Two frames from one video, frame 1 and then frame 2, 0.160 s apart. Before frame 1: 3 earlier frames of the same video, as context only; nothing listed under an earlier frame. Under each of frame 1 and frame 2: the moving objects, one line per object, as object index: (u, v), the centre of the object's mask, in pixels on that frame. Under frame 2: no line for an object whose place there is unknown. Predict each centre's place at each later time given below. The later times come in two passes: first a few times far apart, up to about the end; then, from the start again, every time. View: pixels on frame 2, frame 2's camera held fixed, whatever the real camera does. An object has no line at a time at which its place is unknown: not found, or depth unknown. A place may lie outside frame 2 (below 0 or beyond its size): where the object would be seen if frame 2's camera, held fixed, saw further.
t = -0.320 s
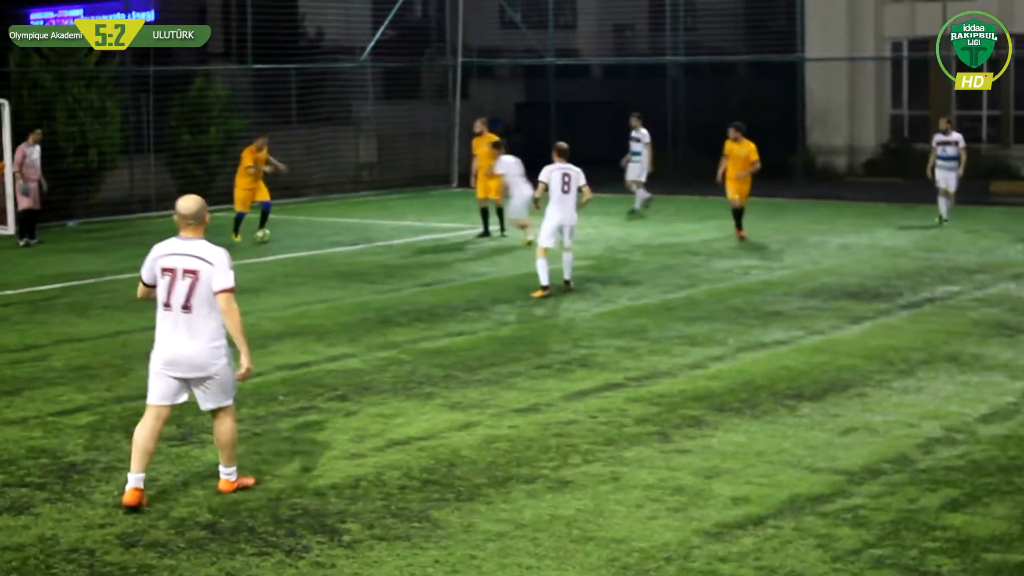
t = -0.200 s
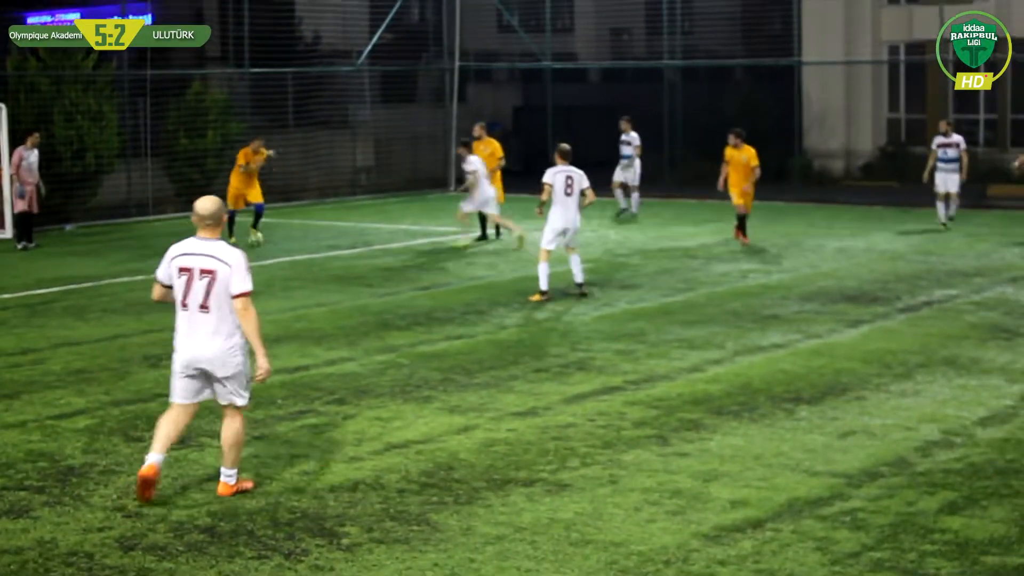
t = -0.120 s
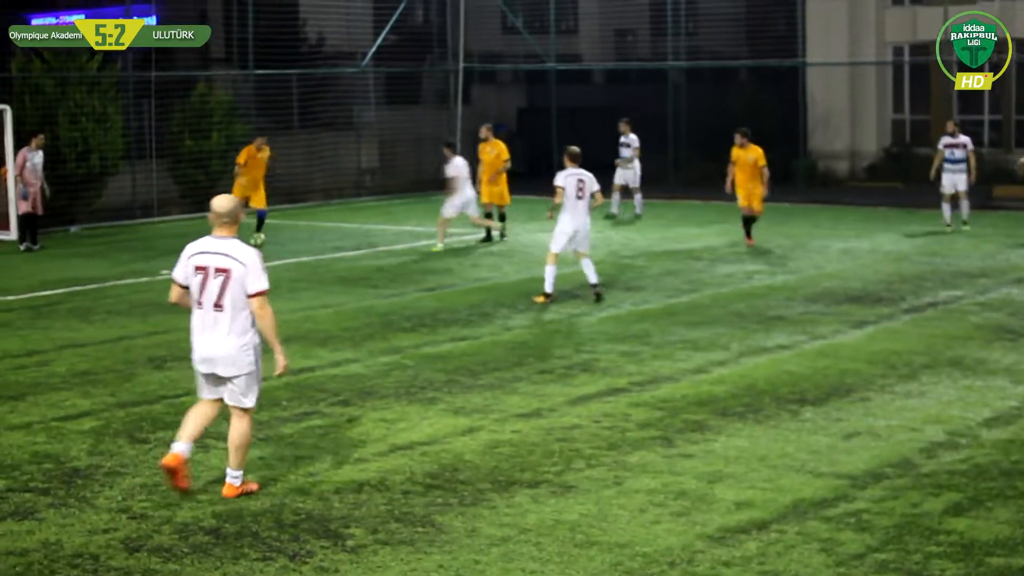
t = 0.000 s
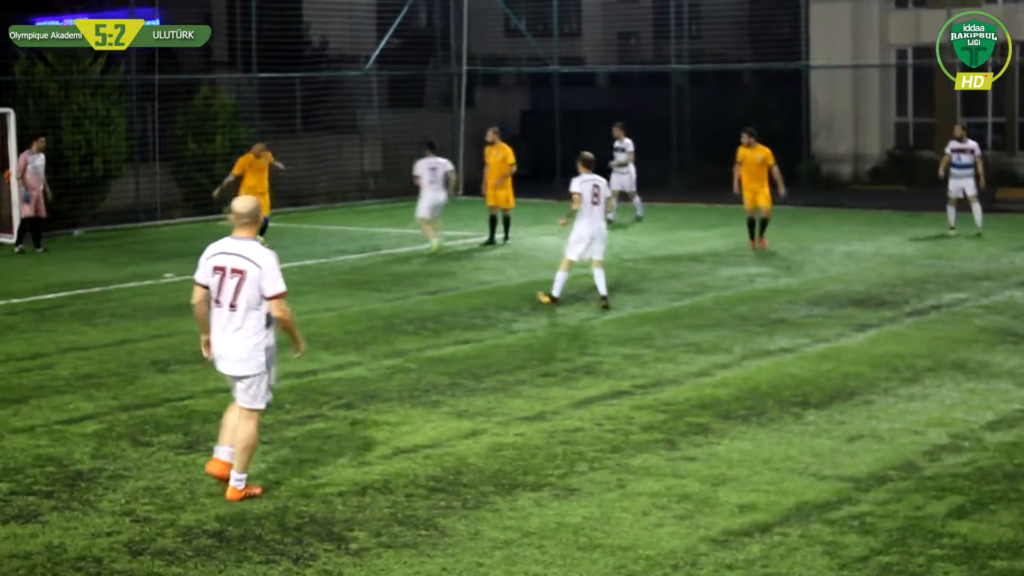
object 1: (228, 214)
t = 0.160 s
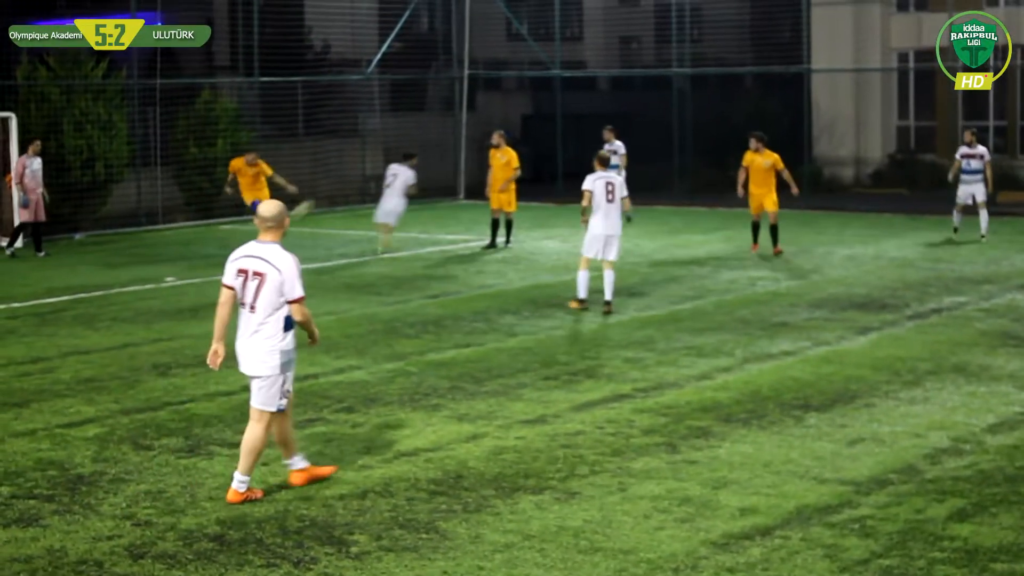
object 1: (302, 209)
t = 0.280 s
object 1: (371, 164)
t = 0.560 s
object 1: (580, 82)
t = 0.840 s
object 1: (869, 43)
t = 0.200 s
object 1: (325, 195)
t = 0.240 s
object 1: (347, 180)
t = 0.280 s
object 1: (371, 164)
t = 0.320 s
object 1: (398, 151)
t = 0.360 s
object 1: (424, 138)
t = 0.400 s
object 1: (452, 126)
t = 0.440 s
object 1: (482, 114)
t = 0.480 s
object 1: (513, 103)
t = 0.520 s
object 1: (545, 92)
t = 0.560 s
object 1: (580, 82)
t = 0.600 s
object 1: (615, 74)
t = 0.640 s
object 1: (653, 65)
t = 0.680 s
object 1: (693, 58)
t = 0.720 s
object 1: (735, 52)
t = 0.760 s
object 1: (777, 48)
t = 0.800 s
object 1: (821, 45)
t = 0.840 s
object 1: (869, 43)
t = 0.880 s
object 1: (916, 43)
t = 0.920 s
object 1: (968, 44)
